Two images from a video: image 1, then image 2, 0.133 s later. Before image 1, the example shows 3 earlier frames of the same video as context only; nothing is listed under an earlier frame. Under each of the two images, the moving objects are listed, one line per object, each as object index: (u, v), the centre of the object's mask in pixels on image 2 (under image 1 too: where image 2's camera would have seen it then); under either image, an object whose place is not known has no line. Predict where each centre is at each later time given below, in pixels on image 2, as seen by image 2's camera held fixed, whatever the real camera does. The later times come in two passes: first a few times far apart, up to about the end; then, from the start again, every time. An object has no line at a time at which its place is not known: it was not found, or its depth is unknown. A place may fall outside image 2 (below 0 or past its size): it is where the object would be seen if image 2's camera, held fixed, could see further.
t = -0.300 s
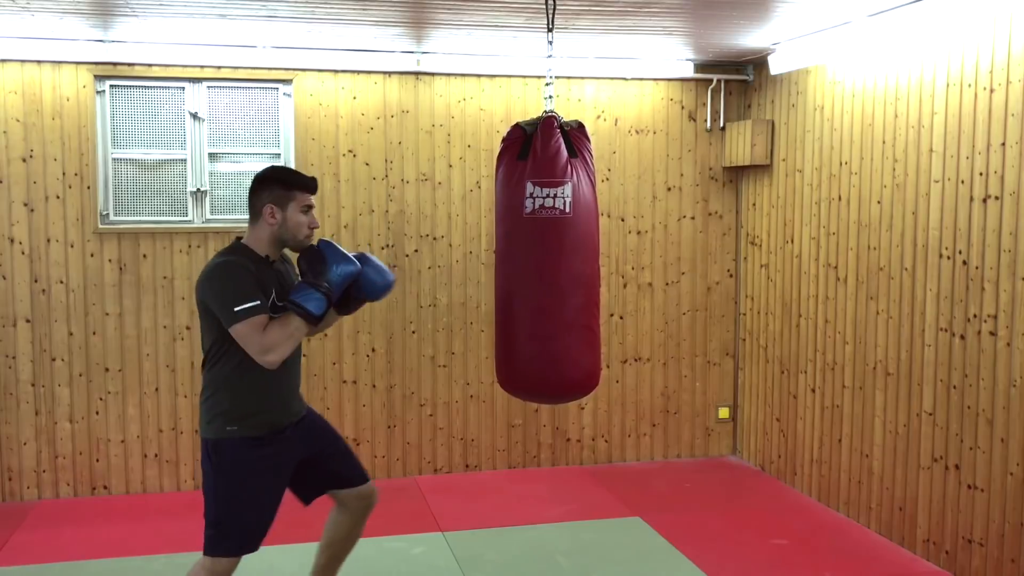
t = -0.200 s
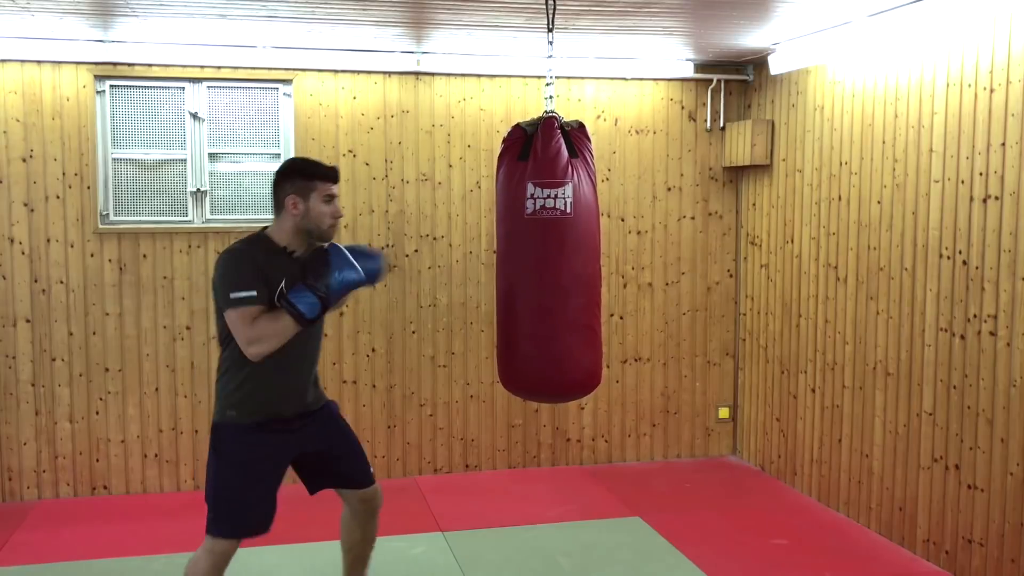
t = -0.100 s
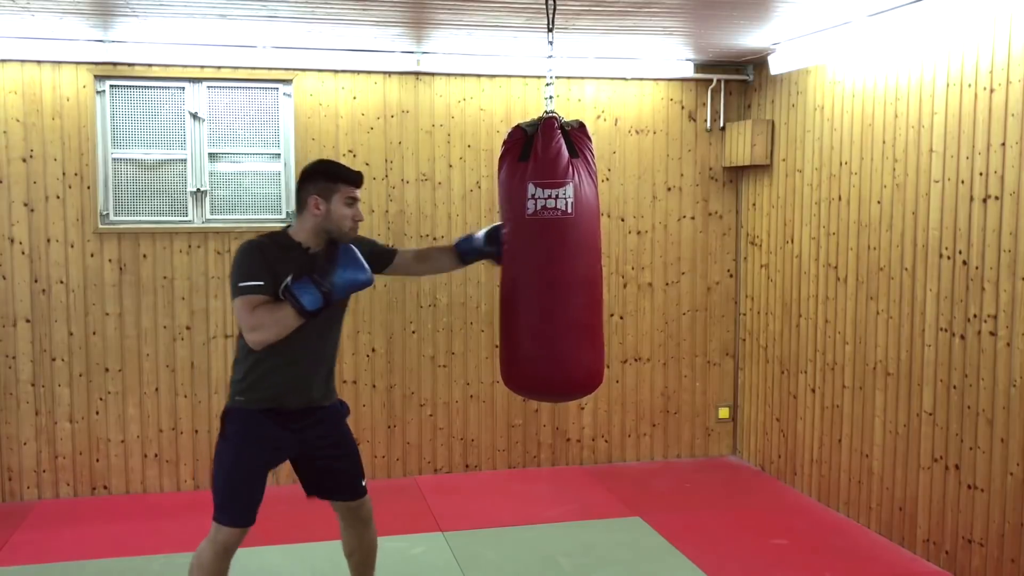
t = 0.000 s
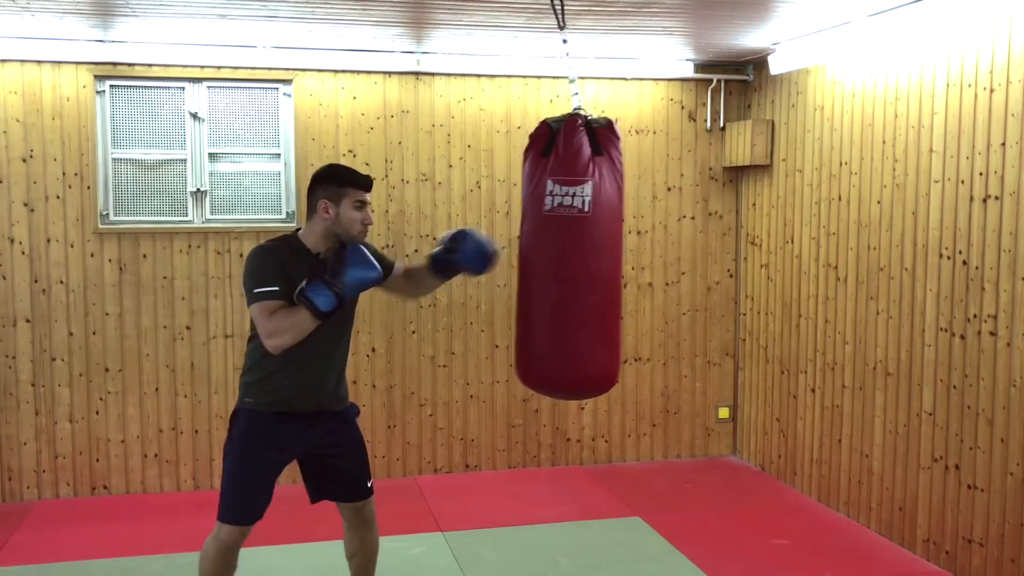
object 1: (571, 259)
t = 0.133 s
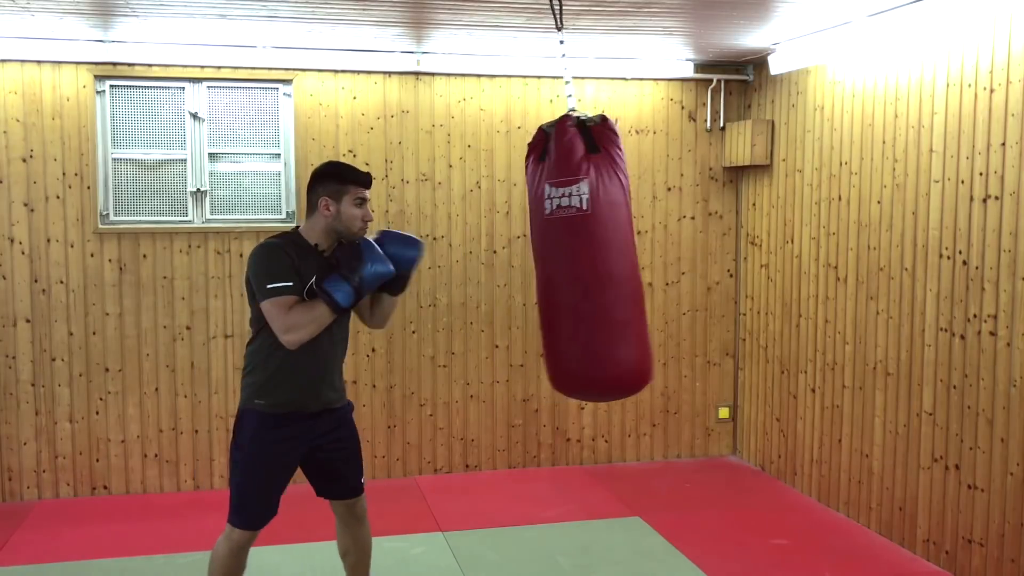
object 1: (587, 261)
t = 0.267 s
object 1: (598, 259)
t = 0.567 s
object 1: (605, 261)
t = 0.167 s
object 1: (590, 261)
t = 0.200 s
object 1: (592, 260)
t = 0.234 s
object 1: (595, 260)
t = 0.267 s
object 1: (598, 259)
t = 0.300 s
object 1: (599, 259)
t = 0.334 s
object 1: (602, 259)
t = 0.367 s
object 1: (604, 259)
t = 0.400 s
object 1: (608, 260)
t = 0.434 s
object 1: (610, 260)
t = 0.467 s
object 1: (609, 259)
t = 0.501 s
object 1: (608, 259)
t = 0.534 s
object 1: (607, 259)
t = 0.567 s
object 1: (605, 261)
